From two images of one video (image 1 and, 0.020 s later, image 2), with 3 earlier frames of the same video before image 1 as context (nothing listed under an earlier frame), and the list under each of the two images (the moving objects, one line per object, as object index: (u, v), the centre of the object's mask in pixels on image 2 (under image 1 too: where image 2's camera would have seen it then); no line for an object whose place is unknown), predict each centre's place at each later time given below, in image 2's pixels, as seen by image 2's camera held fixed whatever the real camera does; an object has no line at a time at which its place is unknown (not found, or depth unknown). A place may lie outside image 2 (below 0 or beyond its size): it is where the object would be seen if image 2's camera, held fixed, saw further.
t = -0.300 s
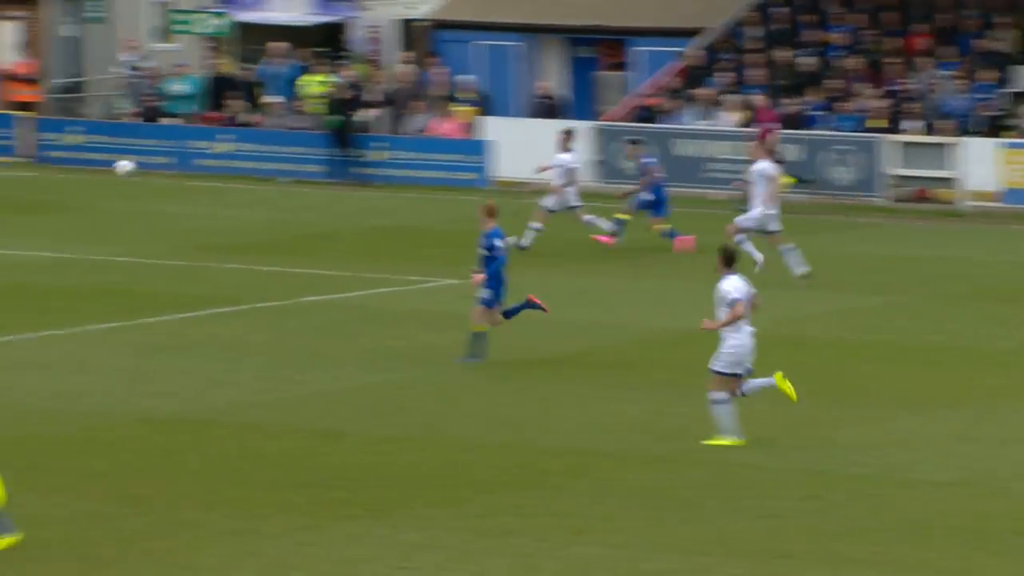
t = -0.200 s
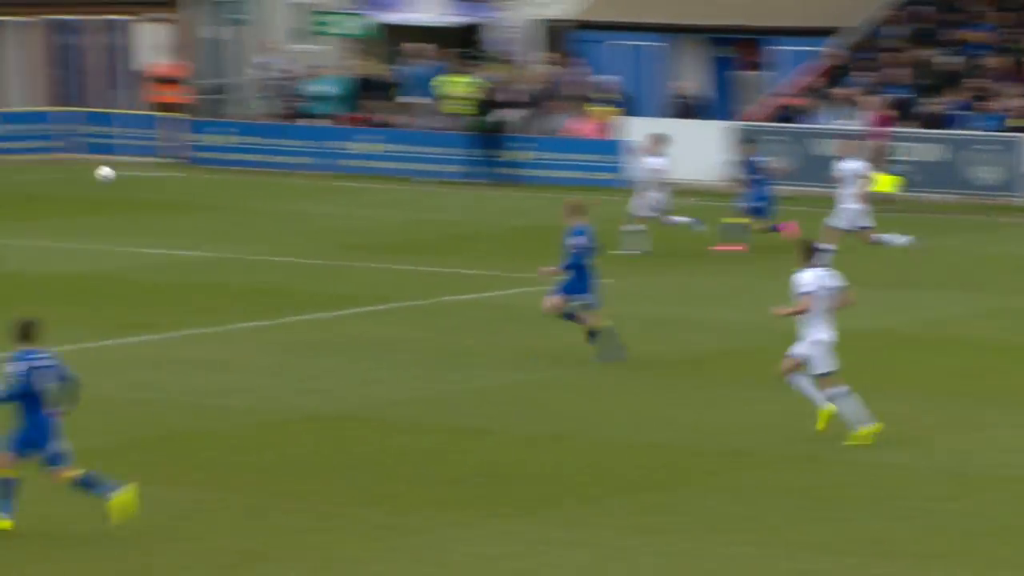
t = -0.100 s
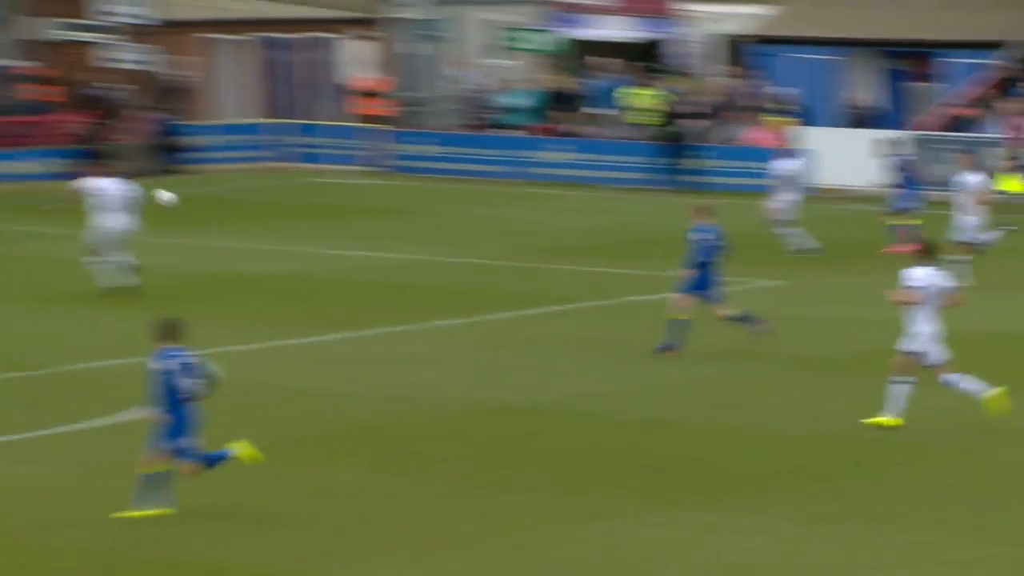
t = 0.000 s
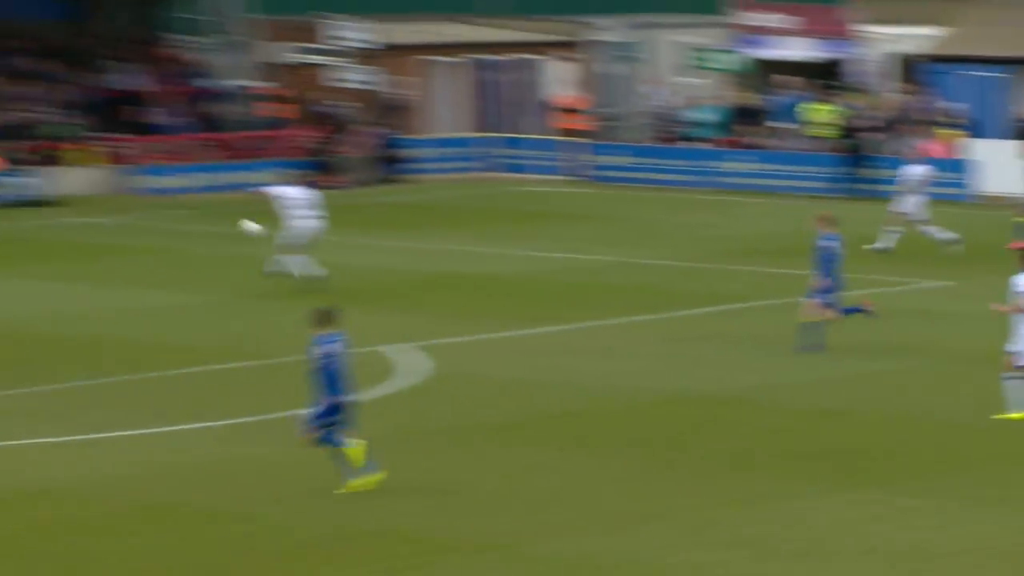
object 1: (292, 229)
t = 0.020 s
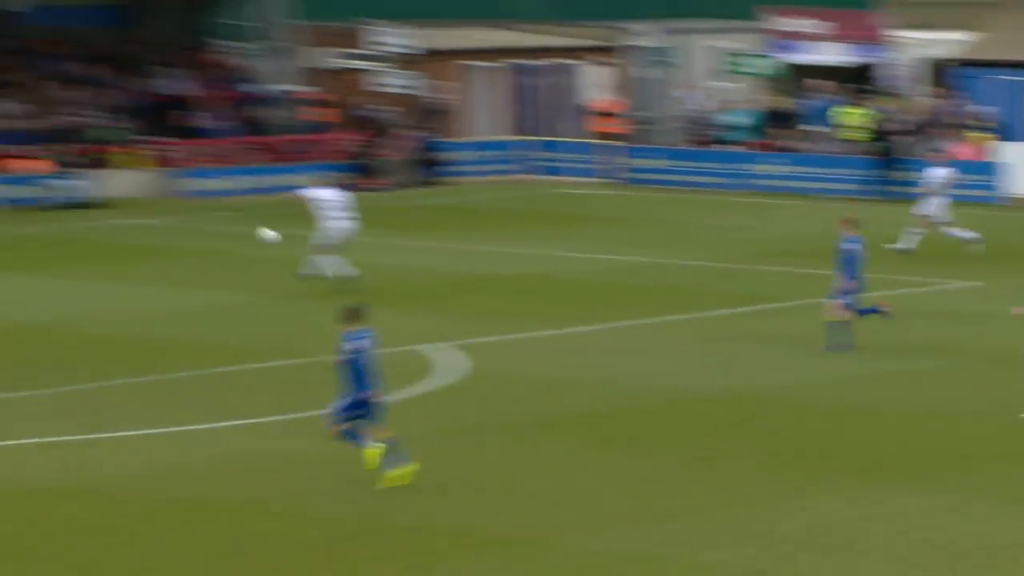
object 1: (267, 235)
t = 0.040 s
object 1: (242, 242)
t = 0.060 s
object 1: (218, 247)
